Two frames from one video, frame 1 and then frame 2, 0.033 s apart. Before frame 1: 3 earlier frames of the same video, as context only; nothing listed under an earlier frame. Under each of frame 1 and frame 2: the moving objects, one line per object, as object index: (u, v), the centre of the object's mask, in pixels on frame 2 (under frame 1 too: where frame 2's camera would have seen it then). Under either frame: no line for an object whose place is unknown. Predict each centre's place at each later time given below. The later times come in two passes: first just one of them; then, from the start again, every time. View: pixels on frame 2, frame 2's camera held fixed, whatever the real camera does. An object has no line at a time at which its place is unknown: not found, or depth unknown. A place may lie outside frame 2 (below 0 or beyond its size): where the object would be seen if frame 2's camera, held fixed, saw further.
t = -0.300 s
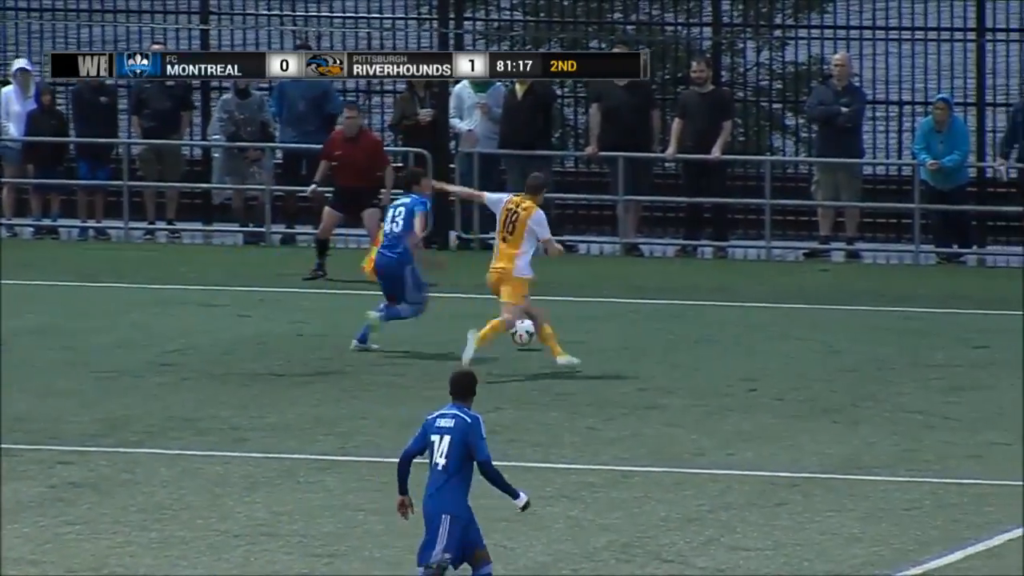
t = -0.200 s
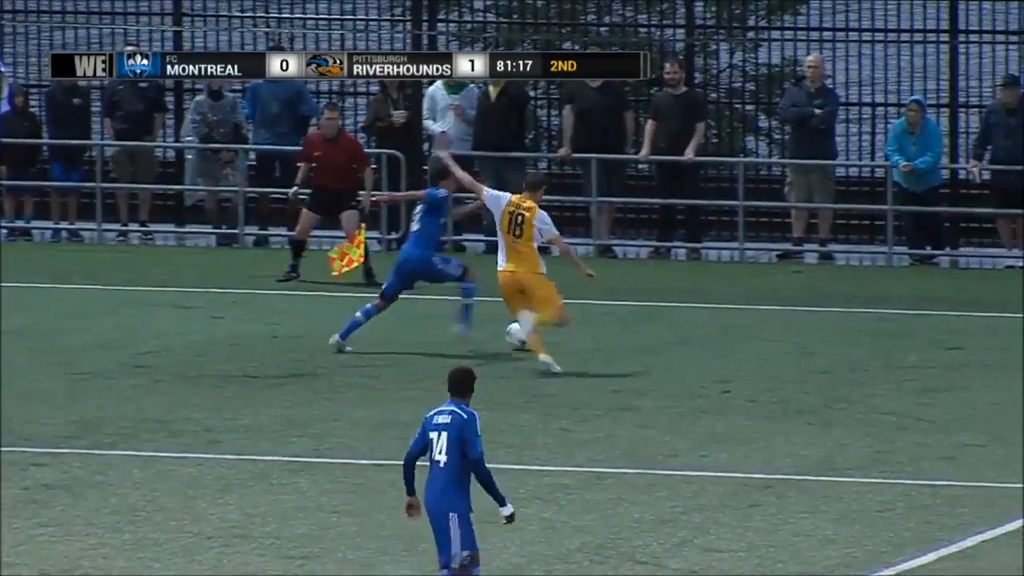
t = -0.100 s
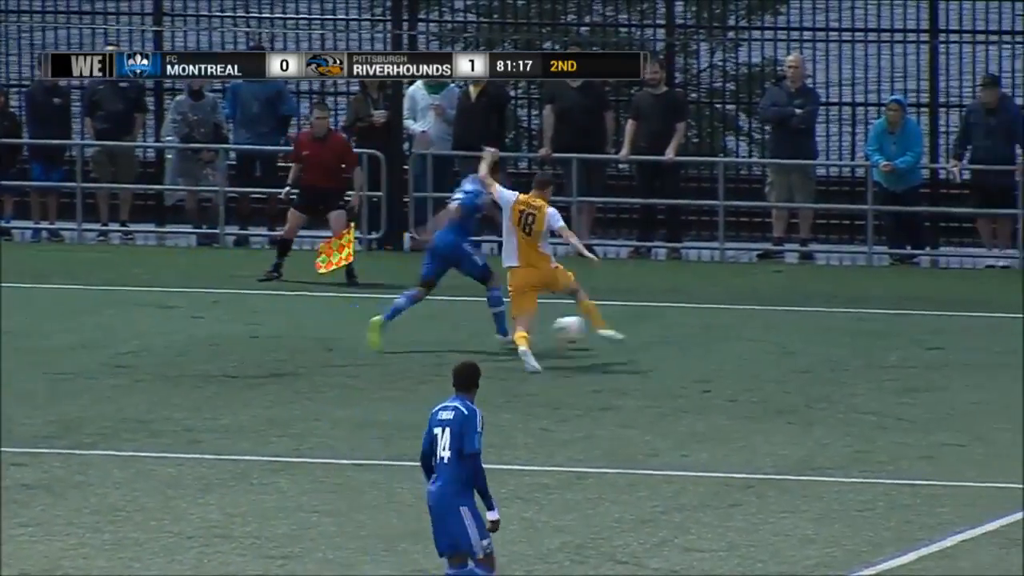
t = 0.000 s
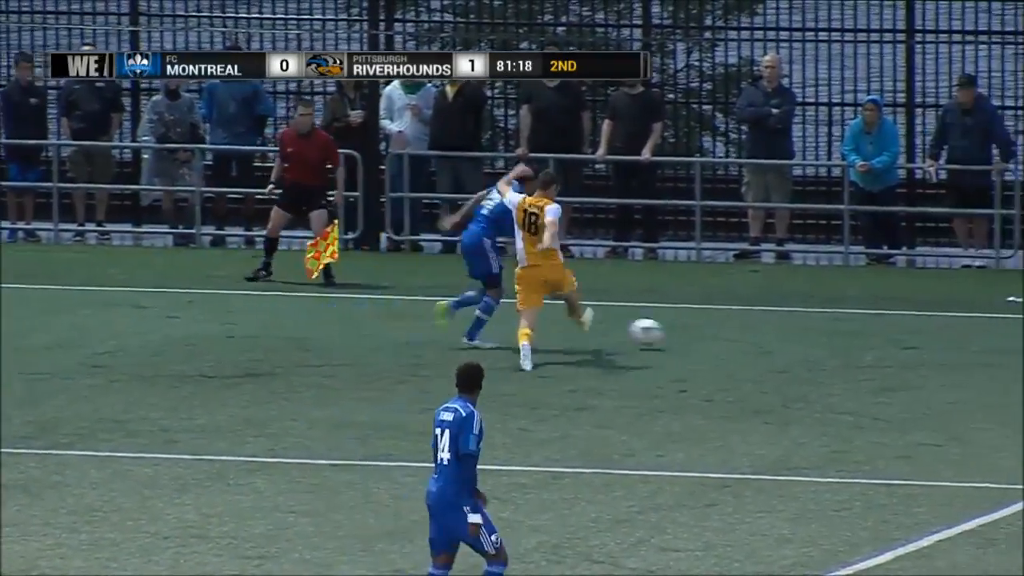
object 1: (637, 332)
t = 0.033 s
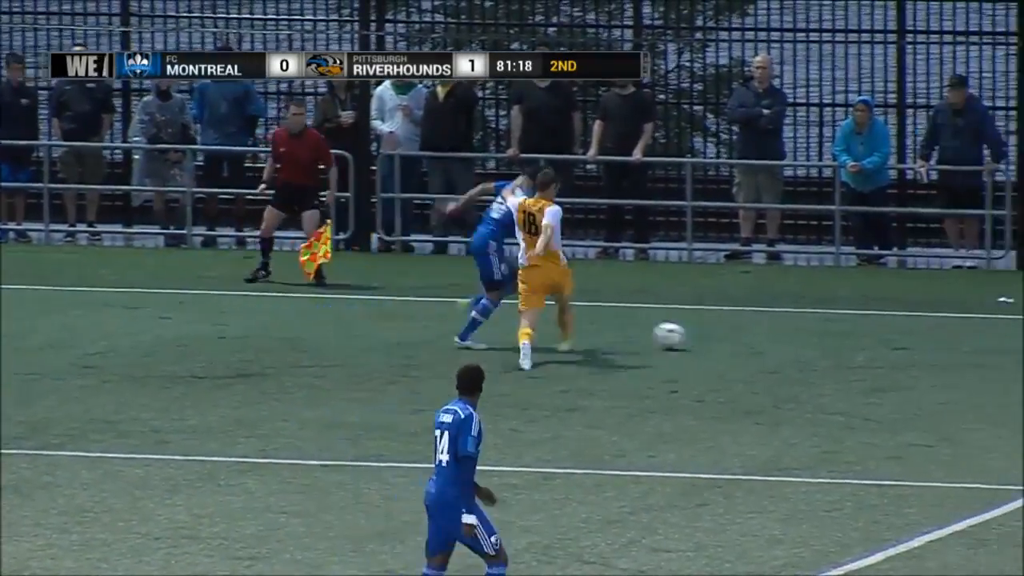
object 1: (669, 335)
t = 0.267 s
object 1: (878, 337)
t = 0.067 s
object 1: (700, 335)
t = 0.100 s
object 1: (730, 331)
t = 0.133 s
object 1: (760, 329)
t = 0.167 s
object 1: (789, 329)
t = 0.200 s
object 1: (817, 330)
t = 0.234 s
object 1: (848, 333)
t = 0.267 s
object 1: (878, 337)
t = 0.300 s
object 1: (905, 335)
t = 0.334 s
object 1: (930, 332)
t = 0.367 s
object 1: (956, 331)
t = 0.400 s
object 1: (981, 331)
